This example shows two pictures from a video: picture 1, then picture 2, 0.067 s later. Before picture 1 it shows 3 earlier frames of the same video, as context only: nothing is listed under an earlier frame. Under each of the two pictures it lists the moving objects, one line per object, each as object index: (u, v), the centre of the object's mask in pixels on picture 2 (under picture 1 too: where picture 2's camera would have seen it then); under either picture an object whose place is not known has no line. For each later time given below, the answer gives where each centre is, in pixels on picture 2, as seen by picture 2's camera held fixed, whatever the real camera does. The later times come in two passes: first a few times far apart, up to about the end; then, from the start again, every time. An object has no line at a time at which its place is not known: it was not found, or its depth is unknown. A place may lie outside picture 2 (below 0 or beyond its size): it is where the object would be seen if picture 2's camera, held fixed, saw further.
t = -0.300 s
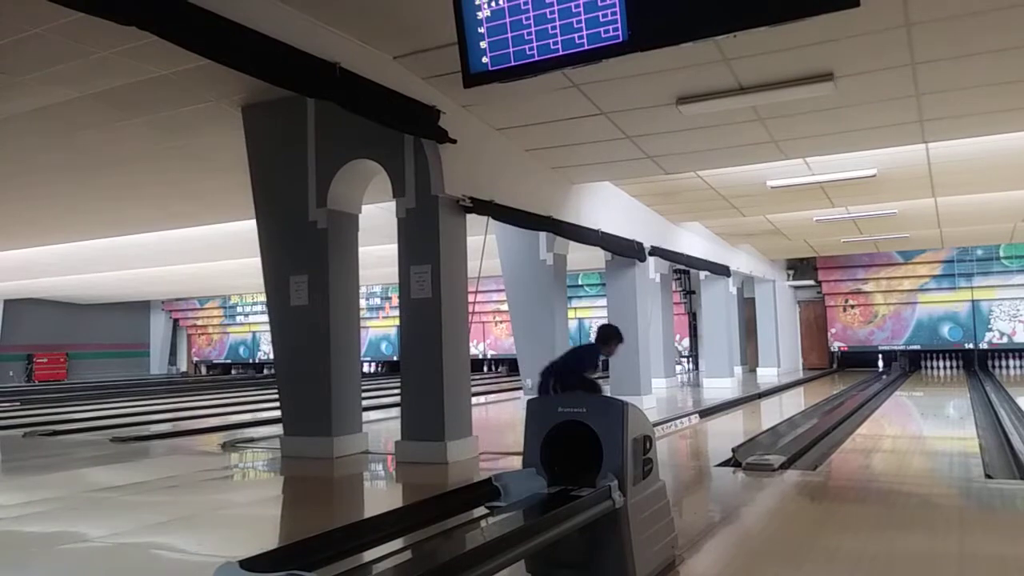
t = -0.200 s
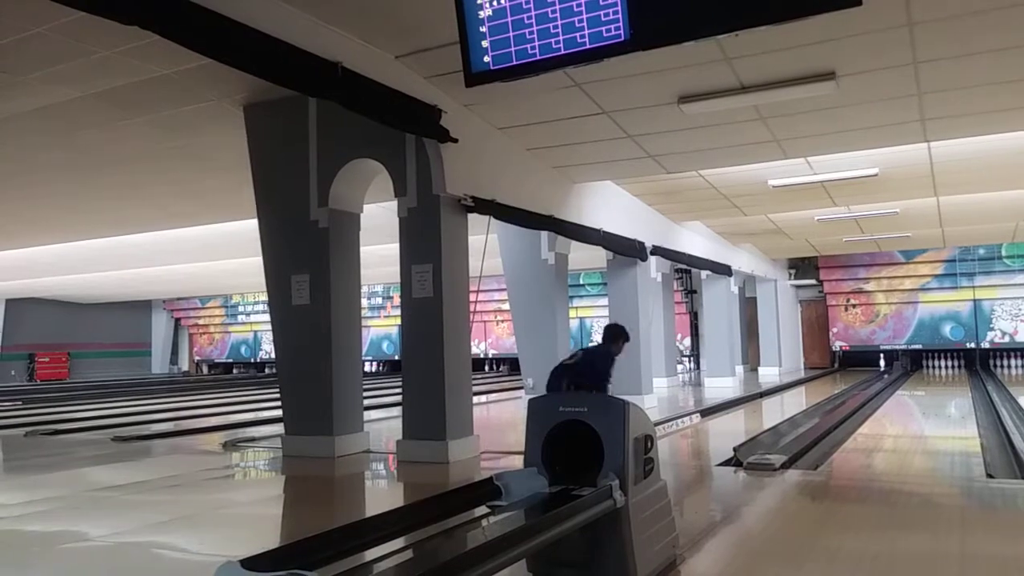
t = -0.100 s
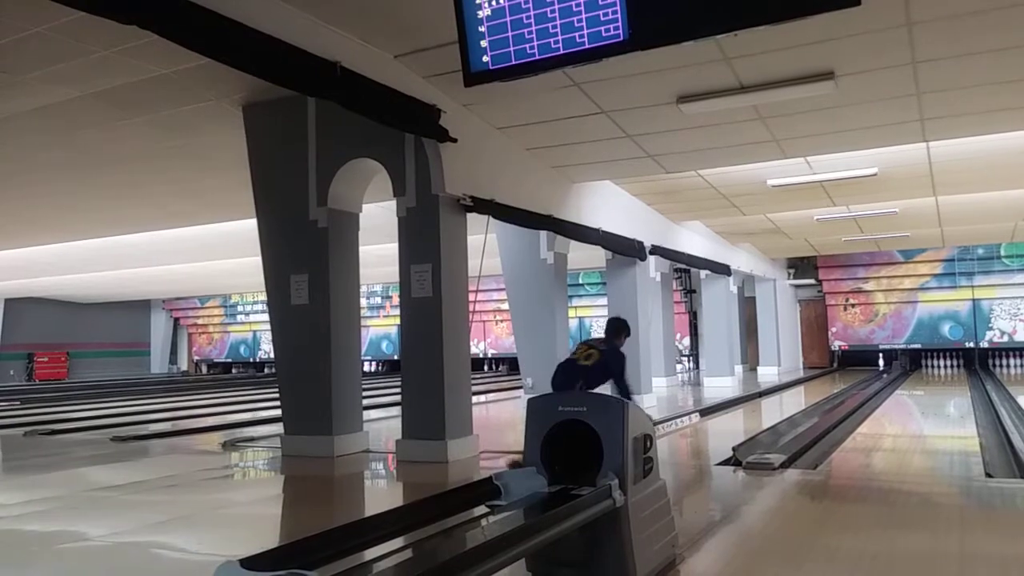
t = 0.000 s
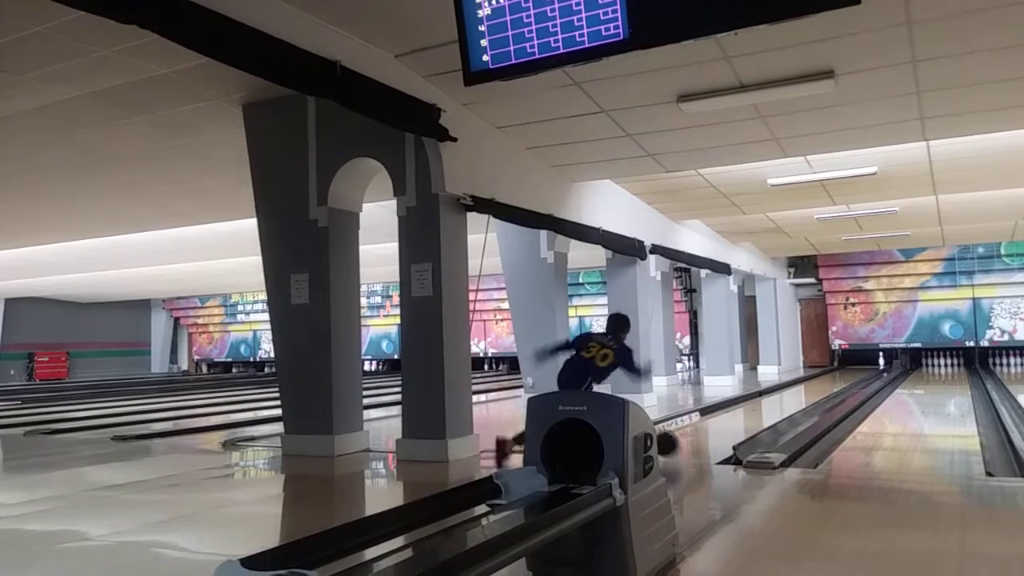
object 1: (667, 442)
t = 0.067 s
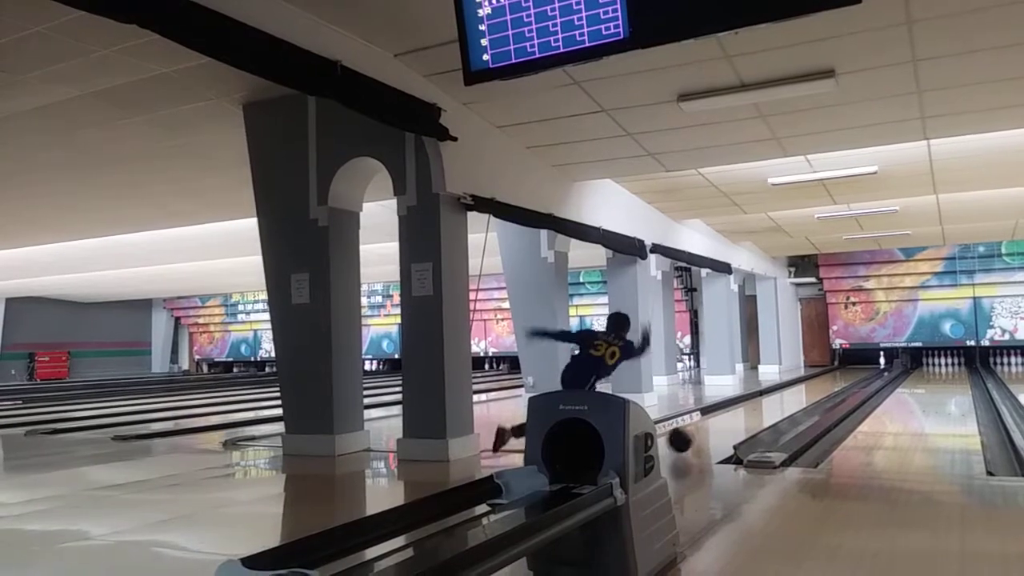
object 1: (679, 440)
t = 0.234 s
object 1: (706, 431)
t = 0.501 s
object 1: (741, 417)
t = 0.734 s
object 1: (764, 408)
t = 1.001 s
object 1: (786, 399)
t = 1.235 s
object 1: (801, 393)
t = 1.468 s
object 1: (813, 389)
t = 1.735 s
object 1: (825, 384)
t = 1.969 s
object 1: (835, 380)
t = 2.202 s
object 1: (842, 377)
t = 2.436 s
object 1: (849, 374)
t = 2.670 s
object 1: (856, 372)
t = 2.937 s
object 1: (860, 370)
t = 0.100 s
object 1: (685, 438)
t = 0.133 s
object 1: (691, 437)
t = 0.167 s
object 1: (696, 435)
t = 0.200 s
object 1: (701, 433)
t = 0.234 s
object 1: (706, 431)
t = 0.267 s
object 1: (711, 429)
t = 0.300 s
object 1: (716, 427)
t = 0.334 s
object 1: (721, 425)
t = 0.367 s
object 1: (725, 424)
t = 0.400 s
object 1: (729, 422)
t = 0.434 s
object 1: (733, 420)
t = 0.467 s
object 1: (737, 418)
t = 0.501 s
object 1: (741, 417)
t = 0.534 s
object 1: (744, 415)
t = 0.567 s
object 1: (748, 414)
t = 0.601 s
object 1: (752, 413)
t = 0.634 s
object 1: (755, 411)
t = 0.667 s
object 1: (757, 410)
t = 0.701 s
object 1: (761, 409)
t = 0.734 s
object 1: (764, 408)
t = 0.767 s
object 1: (767, 407)
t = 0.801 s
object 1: (770, 405)
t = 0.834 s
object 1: (773, 404)
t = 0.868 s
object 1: (776, 403)
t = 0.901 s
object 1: (778, 402)
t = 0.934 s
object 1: (781, 401)
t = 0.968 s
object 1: (783, 400)
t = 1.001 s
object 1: (786, 399)
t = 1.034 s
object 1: (788, 398)
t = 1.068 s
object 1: (790, 397)
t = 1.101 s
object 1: (793, 397)
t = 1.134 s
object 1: (794, 396)
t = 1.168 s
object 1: (797, 395)
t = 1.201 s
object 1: (799, 394)
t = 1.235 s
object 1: (801, 393)
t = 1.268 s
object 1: (803, 393)
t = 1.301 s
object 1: (804, 392)
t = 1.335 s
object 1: (806, 391)
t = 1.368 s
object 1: (808, 390)
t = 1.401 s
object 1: (810, 390)
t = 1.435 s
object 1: (812, 389)
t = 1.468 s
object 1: (813, 389)
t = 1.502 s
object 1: (815, 388)
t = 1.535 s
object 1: (817, 387)
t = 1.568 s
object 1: (818, 387)
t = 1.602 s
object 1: (820, 386)
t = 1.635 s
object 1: (821, 386)
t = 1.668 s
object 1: (823, 385)
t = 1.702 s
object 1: (824, 385)
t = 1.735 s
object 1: (825, 384)
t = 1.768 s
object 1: (827, 383)
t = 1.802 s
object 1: (828, 383)
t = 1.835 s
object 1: (829, 382)
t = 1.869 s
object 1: (831, 381)
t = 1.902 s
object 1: (832, 381)
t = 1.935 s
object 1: (834, 380)
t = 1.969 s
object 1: (835, 380)
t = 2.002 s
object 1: (836, 379)
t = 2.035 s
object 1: (837, 379)
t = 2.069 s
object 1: (838, 379)
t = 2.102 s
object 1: (839, 378)
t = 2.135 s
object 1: (840, 378)
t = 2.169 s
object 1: (841, 378)
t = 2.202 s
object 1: (842, 377)
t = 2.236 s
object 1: (843, 377)
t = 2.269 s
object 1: (844, 377)
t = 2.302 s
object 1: (845, 376)
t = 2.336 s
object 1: (845, 376)
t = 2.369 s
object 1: (847, 375)
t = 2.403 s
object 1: (849, 375)
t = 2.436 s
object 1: (849, 374)
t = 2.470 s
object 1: (850, 374)
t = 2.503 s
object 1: (853, 373)
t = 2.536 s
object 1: (853, 373)
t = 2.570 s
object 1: (853, 373)
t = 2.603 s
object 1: (854, 373)
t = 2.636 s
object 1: (855, 372)
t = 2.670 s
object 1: (856, 372)
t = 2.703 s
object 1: (856, 372)
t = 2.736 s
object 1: (857, 372)
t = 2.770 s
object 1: (858, 371)
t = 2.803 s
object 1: (858, 371)
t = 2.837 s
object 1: (859, 370)
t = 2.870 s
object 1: (860, 370)
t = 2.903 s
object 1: (860, 370)
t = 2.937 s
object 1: (860, 370)
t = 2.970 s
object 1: (861, 370)
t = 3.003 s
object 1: (861, 369)
